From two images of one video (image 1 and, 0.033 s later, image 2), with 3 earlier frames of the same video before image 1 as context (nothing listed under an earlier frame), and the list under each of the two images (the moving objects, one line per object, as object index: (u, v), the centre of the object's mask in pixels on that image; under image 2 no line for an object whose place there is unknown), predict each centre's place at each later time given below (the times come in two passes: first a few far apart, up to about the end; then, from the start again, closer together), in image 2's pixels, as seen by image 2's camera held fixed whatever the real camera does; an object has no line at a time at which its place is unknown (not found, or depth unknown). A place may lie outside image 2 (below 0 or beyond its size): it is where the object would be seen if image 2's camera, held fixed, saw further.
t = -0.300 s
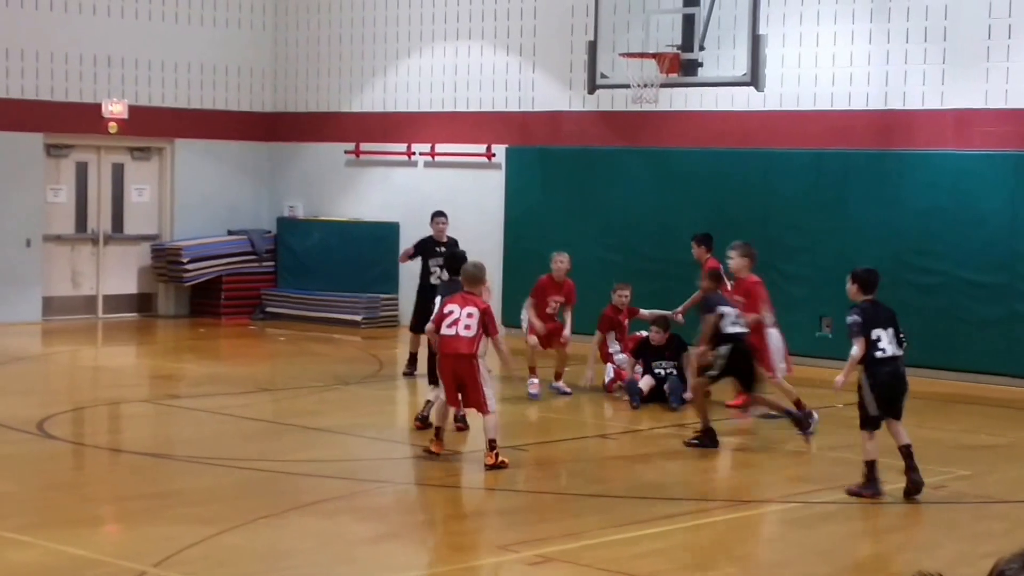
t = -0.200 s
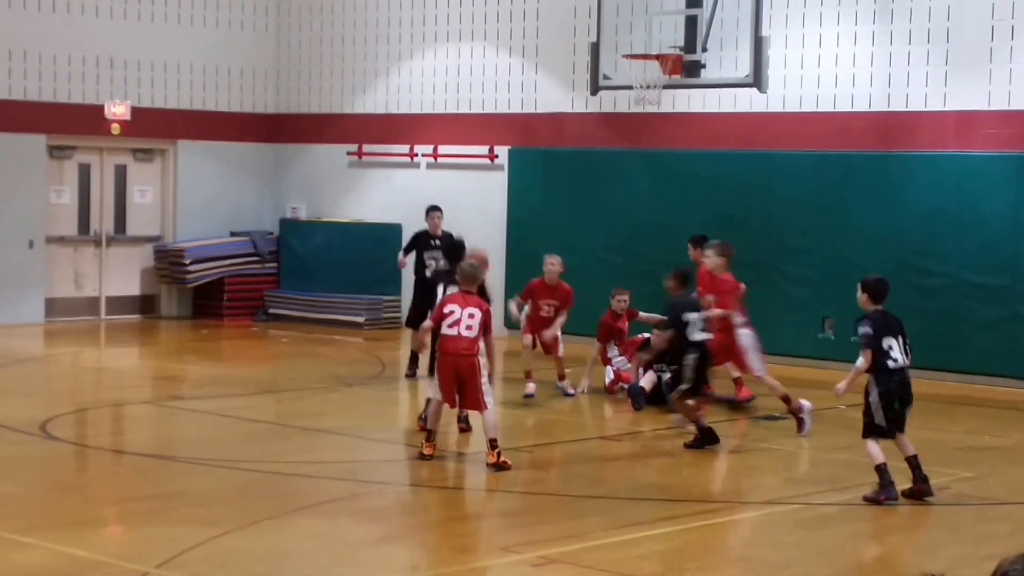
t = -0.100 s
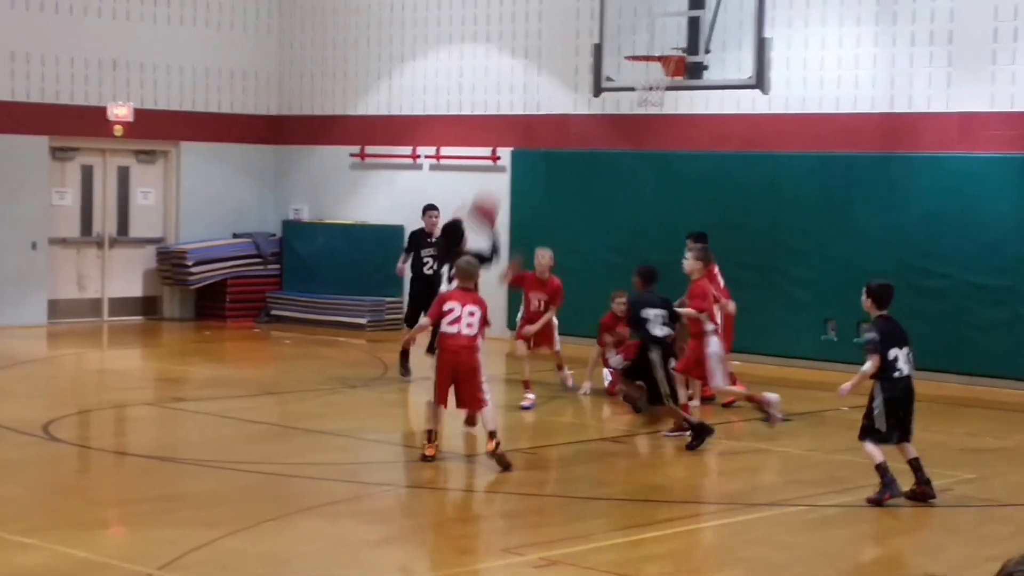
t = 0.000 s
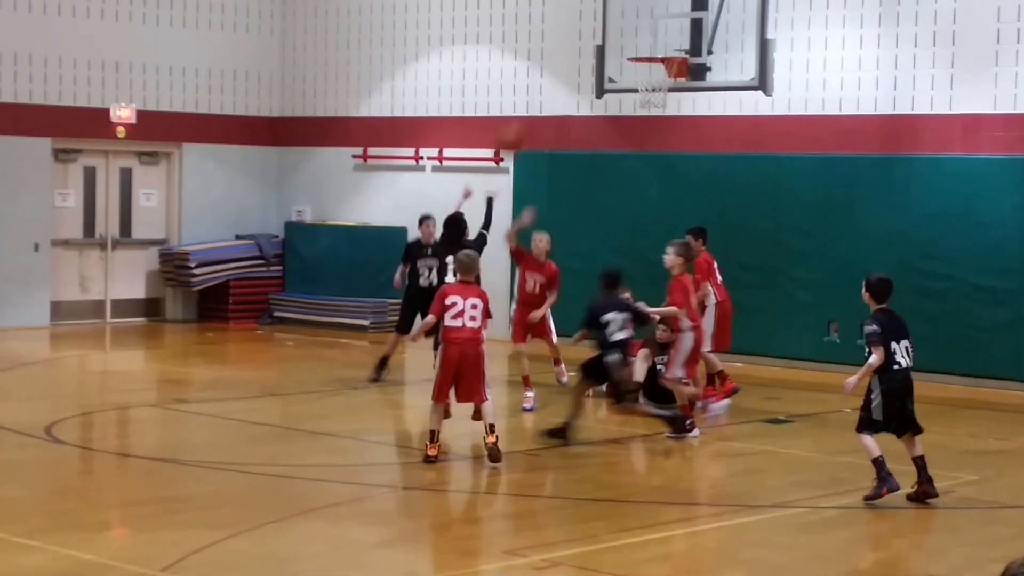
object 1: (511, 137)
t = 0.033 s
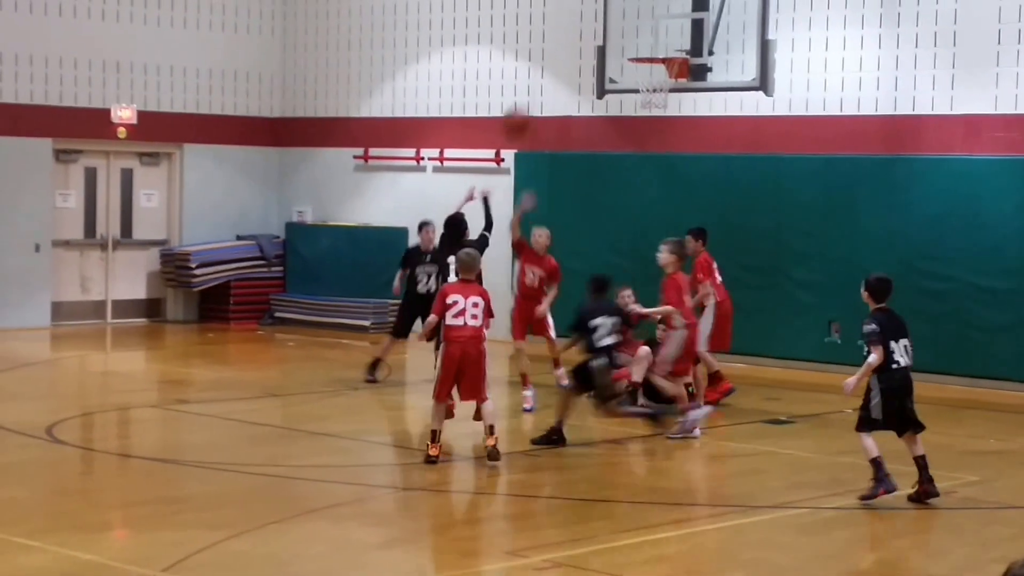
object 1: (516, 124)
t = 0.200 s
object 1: (550, 43)
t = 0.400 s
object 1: (586, 2)
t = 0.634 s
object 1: (624, 7)
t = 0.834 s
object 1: (653, 60)
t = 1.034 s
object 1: (664, 81)
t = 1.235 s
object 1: (655, 86)
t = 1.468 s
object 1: (651, 111)
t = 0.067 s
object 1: (523, 102)
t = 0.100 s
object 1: (530, 85)
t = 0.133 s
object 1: (537, 68)
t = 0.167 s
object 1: (543, 55)
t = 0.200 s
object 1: (550, 43)
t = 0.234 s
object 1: (555, 32)
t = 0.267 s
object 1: (562, 22)
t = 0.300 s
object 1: (568, 14)
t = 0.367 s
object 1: (580, 5)
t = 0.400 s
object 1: (586, 2)
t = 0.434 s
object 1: (593, 1)
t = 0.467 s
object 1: (597, 0)
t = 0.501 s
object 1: (603, 0)
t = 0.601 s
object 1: (619, 3)
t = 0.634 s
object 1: (624, 7)
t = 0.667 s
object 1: (629, 12)
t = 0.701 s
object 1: (634, 19)
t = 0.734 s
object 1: (639, 28)
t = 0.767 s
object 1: (644, 38)
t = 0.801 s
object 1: (648, 47)
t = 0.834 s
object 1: (653, 60)
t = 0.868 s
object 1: (655, 68)
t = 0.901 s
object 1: (662, 74)
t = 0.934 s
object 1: (664, 83)
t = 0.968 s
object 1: (665, 84)
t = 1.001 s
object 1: (667, 80)
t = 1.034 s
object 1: (664, 81)
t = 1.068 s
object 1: (664, 78)
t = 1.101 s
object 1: (663, 77)
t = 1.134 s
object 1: (659, 80)
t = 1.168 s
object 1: (659, 80)
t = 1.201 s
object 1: (658, 81)
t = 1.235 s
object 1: (655, 86)
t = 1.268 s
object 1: (654, 89)
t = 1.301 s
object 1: (653, 92)
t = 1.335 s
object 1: (651, 95)
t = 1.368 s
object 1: (652, 99)
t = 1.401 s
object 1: (651, 101)
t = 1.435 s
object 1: (651, 102)
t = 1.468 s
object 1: (651, 111)
